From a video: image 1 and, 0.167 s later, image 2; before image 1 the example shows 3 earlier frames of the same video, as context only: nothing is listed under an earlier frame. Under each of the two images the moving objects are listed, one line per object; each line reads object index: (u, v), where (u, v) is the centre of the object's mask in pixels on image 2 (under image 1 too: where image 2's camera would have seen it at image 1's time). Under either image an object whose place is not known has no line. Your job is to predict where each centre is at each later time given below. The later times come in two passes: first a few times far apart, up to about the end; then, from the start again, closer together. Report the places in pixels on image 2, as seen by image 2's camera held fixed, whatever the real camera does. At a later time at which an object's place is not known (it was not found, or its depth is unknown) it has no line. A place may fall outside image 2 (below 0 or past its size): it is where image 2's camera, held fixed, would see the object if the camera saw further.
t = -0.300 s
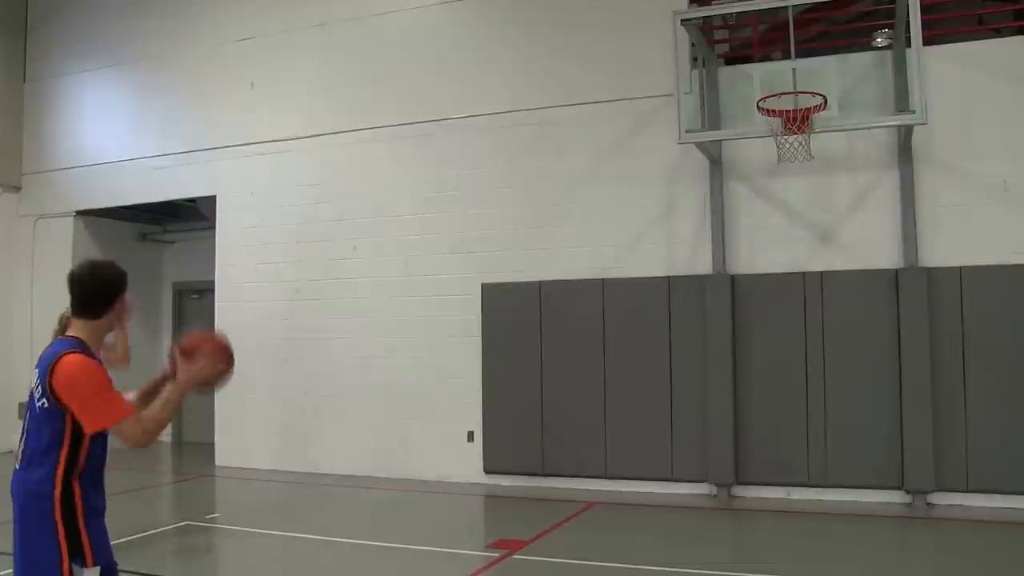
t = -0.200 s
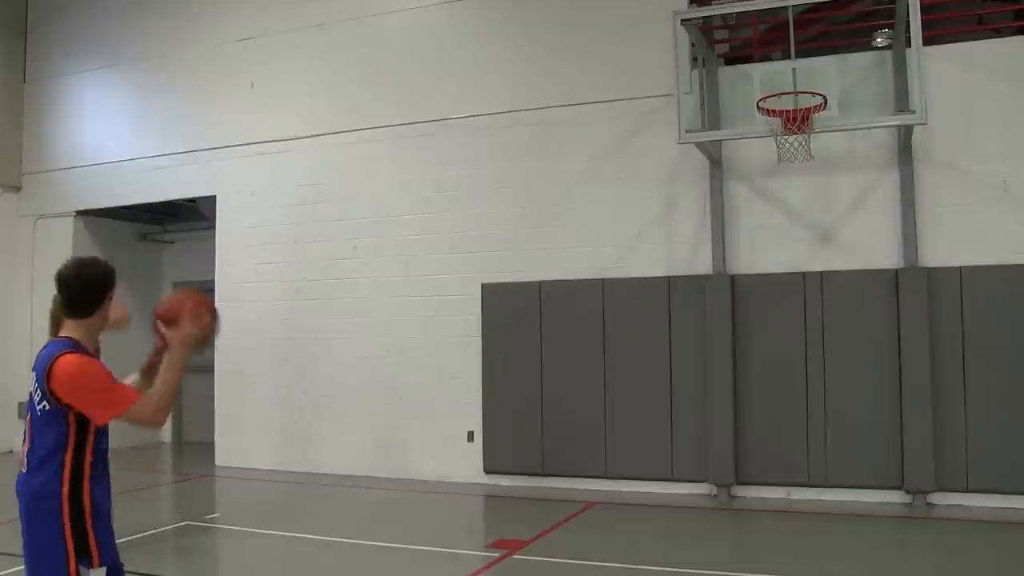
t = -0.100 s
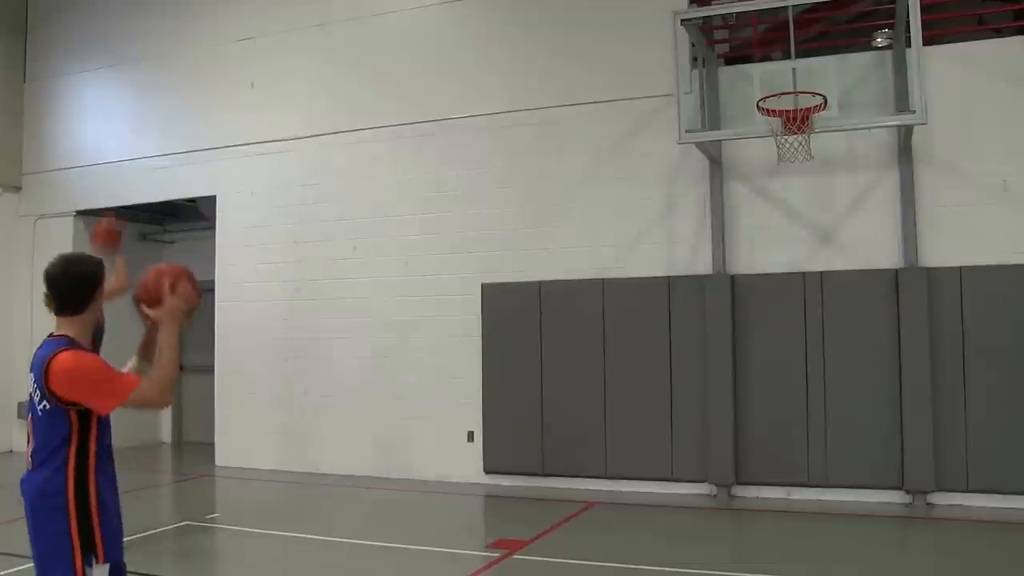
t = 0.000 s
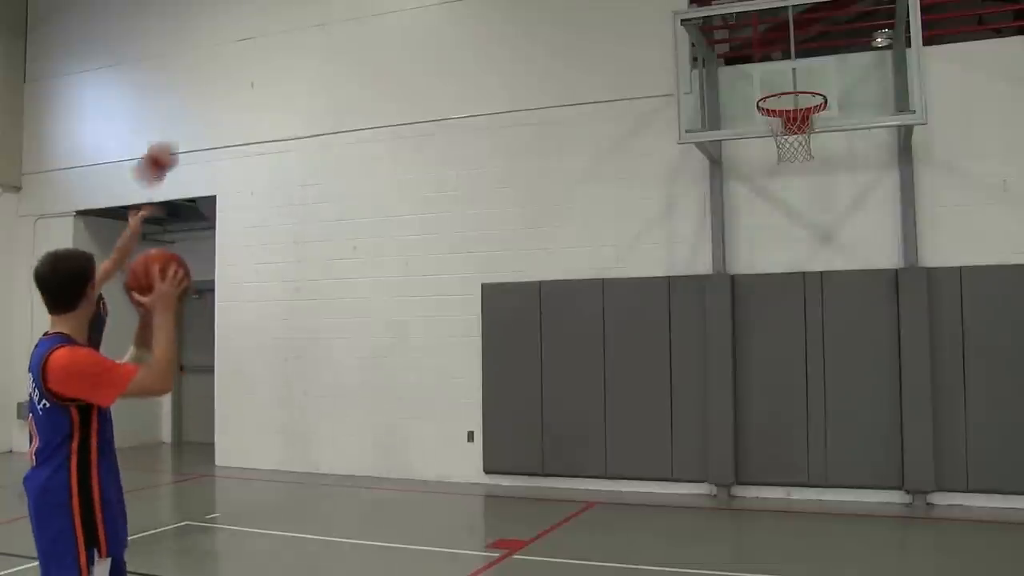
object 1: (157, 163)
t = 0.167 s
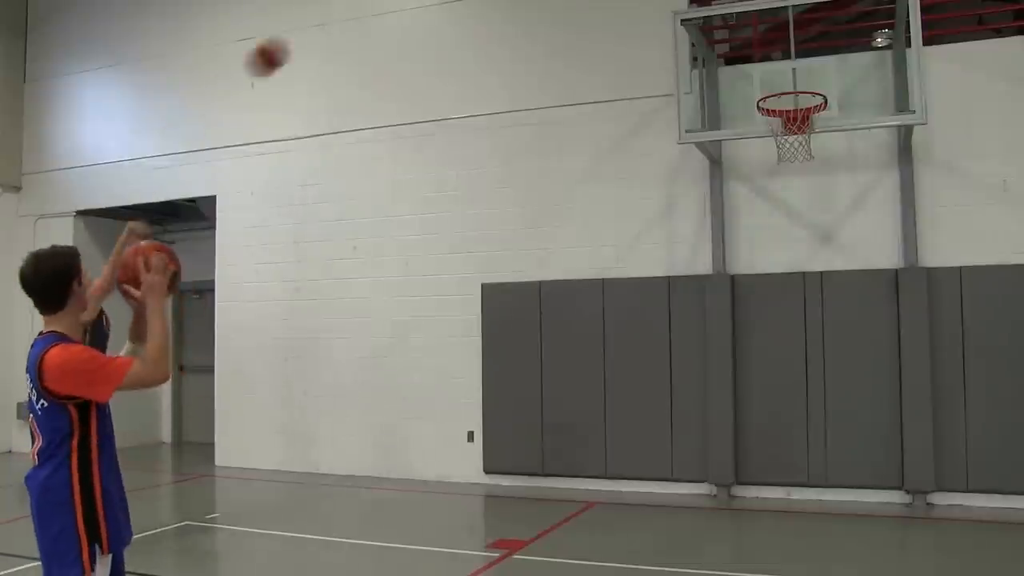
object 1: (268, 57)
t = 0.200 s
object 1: (290, 41)
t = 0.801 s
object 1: (672, 8)
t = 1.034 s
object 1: (797, 120)
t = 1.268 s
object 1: (749, 238)
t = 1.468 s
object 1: (701, 419)
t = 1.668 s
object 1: (646, 479)
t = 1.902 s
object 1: (572, 343)
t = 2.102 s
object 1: (506, 289)
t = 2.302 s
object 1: (437, 301)
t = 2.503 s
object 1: (366, 384)
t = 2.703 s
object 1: (293, 546)
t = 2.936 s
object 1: (210, 473)
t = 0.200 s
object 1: (290, 41)
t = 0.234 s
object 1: (312, 26)
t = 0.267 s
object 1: (332, 14)
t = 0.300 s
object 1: (353, 8)
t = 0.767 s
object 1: (653, 3)
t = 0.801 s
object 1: (672, 8)
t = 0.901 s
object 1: (736, 40)
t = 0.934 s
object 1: (756, 60)
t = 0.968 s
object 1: (776, 76)
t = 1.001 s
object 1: (795, 91)
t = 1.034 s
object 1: (797, 120)
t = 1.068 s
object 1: (792, 132)
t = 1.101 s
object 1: (787, 147)
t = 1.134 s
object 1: (779, 161)
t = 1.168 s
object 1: (771, 178)
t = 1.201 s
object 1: (764, 196)
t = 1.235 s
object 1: (756, 217)
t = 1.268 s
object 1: (749, 238)
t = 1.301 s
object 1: (742, 262)
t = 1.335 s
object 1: (732, 290)
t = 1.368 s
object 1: (725, 321)
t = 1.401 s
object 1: (717, 350)
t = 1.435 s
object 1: (711, 383)
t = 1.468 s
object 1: (701, 419)
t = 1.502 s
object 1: (693, 454)
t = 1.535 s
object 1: (684, 494)
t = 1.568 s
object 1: (676, 536)
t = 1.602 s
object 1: (667, 533)
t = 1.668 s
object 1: (646, 479)
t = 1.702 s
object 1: (636, 454)
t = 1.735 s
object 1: (626, 432)
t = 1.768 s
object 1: (616, 412)
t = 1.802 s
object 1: (604, 392)
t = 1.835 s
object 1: (594, 375)
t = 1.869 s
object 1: (582, 356)
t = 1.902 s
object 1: (572, 343)
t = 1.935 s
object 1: (561, 329)
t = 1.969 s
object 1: (551, 318)
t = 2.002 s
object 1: (540, 309)
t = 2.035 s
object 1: (528, 300)
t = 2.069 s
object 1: (517, 293)
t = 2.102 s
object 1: (506, 289)
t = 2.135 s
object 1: (494, 286)
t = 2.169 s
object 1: (483, 286)
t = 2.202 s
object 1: (471, 287)
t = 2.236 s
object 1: (460, 290)
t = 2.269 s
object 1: (449, 294)
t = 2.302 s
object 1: (437, 301)
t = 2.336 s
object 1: (426, 310)
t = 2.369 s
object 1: (414, 320)
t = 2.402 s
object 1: (402, 333)
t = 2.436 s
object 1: (390, 348)
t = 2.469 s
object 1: (378, 365)
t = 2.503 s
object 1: (366, 384)
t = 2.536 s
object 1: (353, 405)
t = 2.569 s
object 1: (341, 429)
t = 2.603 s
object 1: (330, 454)
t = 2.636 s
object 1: (317, 483)
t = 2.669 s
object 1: (305, 512)
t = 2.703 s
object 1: (293, 546)
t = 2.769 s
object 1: (268, 561)
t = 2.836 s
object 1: (245, 527)
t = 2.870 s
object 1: (234, 506)
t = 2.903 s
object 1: (222, 489)
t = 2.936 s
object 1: (210, 473)
